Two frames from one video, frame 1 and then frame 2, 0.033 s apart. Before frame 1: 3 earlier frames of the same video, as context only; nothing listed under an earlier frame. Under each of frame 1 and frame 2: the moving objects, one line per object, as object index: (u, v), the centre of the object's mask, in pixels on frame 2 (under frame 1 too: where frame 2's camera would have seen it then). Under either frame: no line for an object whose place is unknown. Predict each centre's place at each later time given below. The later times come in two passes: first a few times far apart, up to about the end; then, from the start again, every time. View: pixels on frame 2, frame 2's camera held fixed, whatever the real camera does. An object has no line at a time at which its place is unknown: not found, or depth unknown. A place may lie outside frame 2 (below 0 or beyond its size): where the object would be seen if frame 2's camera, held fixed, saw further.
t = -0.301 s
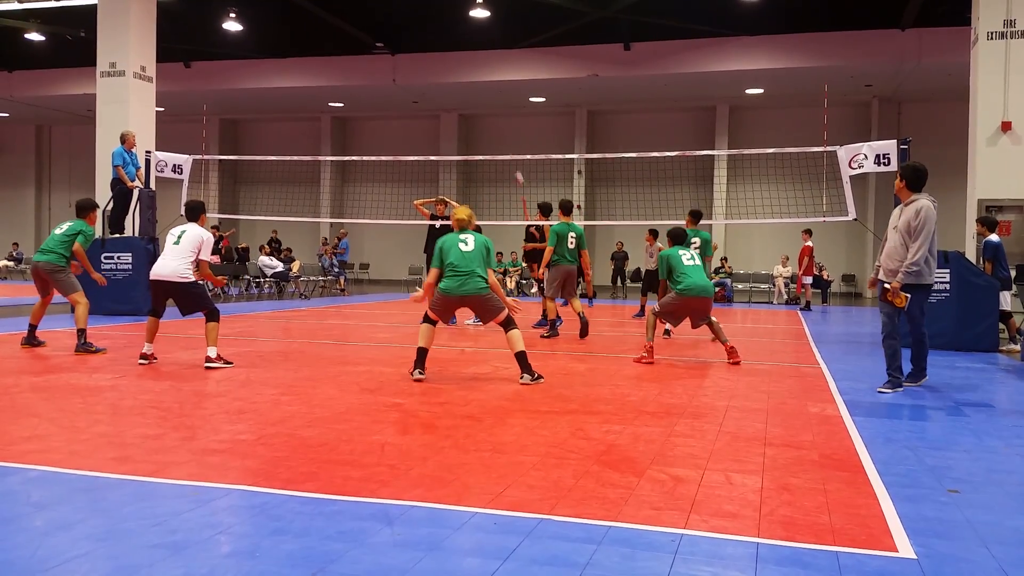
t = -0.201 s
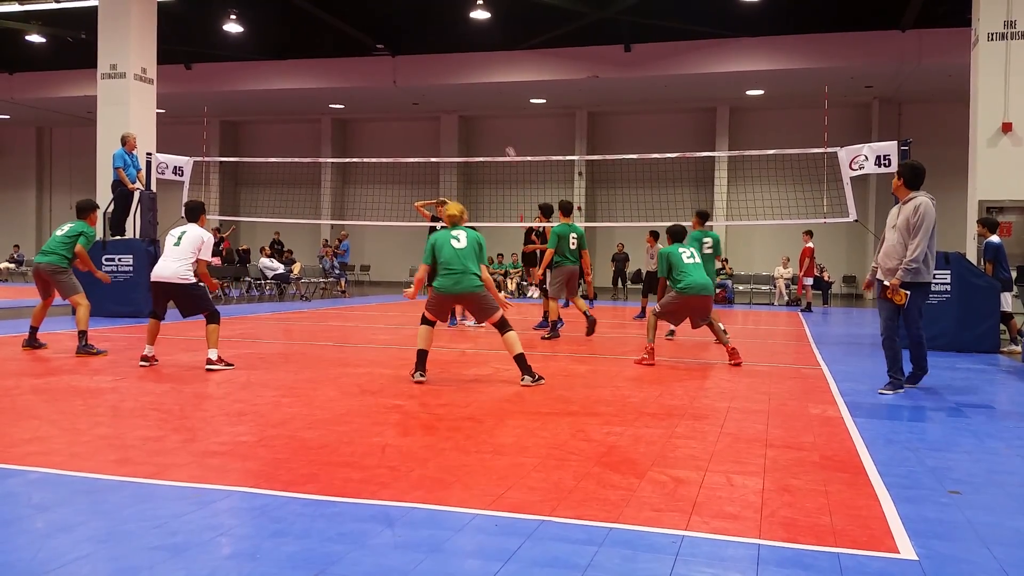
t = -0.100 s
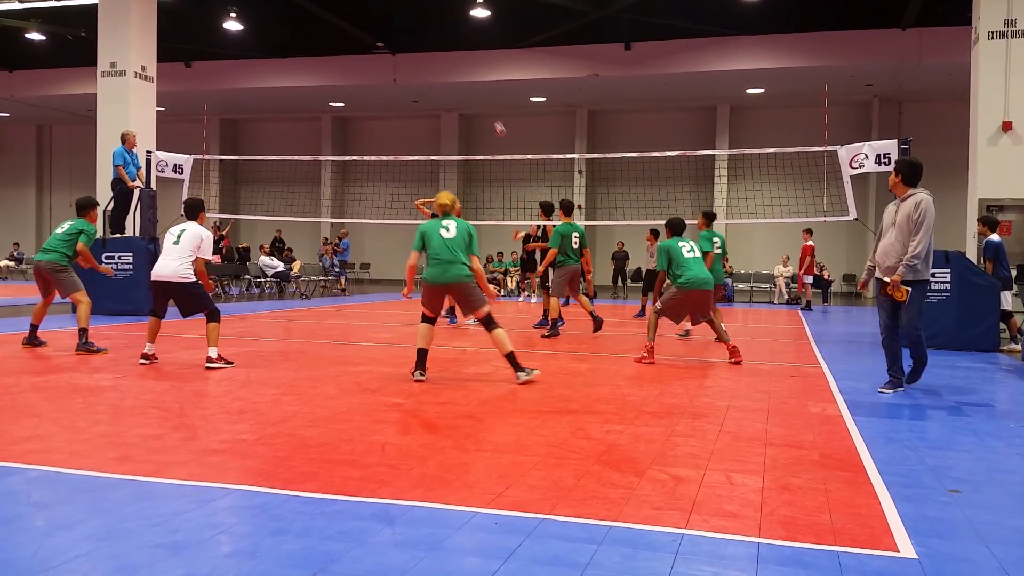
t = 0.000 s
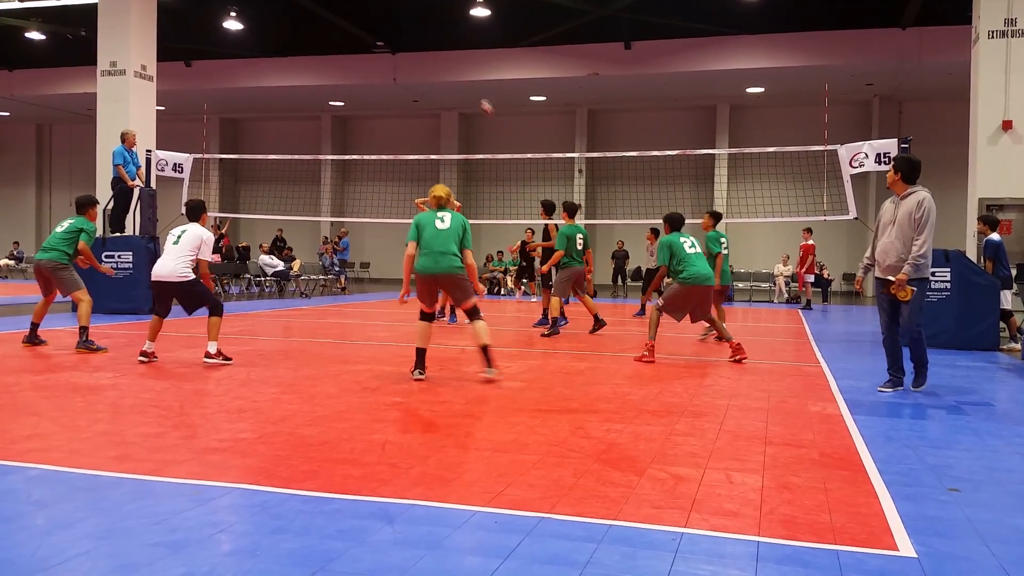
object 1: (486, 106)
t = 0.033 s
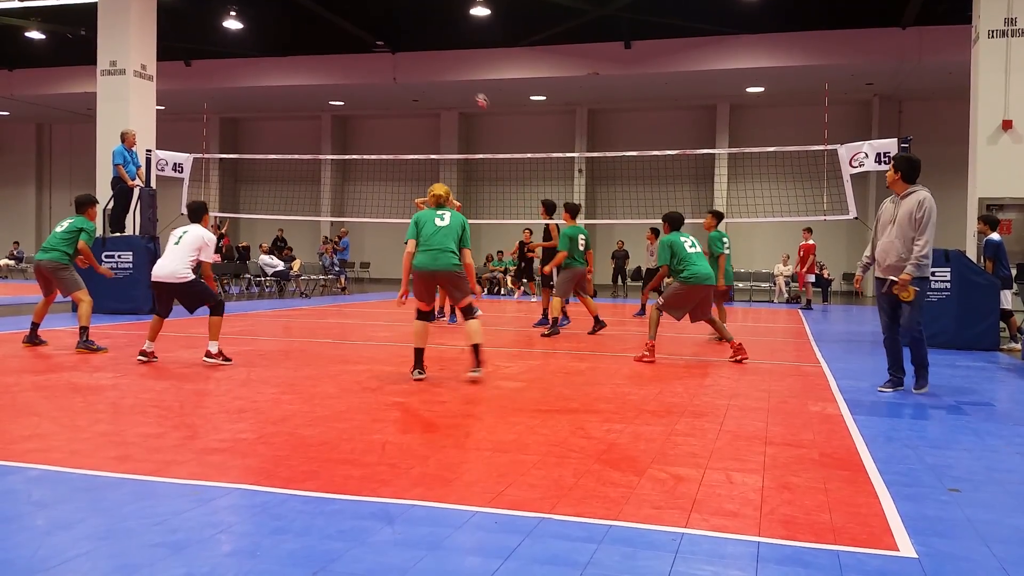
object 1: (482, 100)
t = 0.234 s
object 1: (449, 71)
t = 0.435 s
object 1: (404, 63)
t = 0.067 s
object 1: (477, 94)
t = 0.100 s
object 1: (472, 89)
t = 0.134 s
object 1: (466, 84)
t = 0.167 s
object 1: (461, 79)
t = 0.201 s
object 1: (455, 74)
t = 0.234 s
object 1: (449, 71)
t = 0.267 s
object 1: (442, 68)
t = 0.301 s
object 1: (436, 66)
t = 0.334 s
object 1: (428, 64)
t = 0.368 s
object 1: (421, 63)
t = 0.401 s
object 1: (412, 63)
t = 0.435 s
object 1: (404, 63)
